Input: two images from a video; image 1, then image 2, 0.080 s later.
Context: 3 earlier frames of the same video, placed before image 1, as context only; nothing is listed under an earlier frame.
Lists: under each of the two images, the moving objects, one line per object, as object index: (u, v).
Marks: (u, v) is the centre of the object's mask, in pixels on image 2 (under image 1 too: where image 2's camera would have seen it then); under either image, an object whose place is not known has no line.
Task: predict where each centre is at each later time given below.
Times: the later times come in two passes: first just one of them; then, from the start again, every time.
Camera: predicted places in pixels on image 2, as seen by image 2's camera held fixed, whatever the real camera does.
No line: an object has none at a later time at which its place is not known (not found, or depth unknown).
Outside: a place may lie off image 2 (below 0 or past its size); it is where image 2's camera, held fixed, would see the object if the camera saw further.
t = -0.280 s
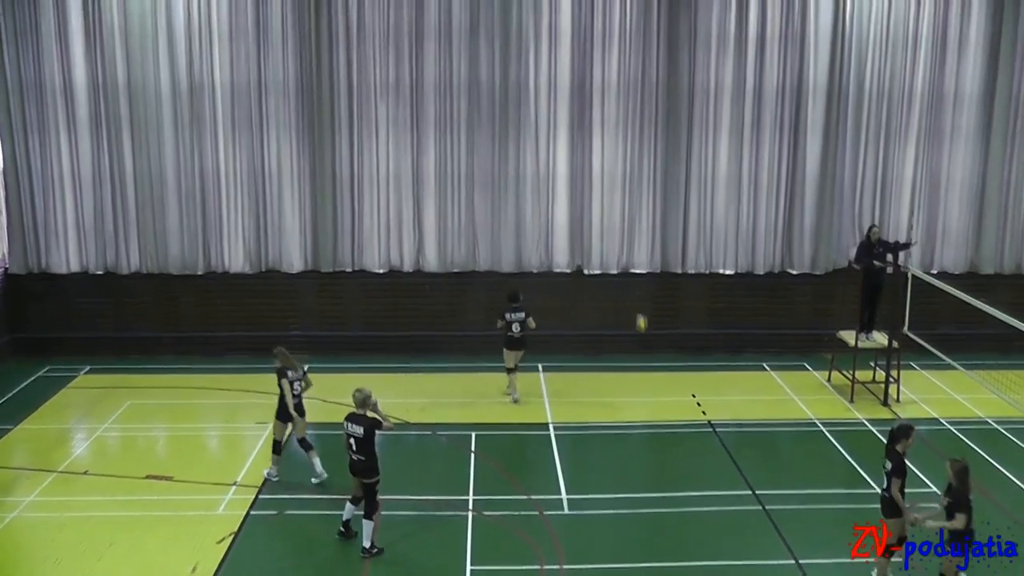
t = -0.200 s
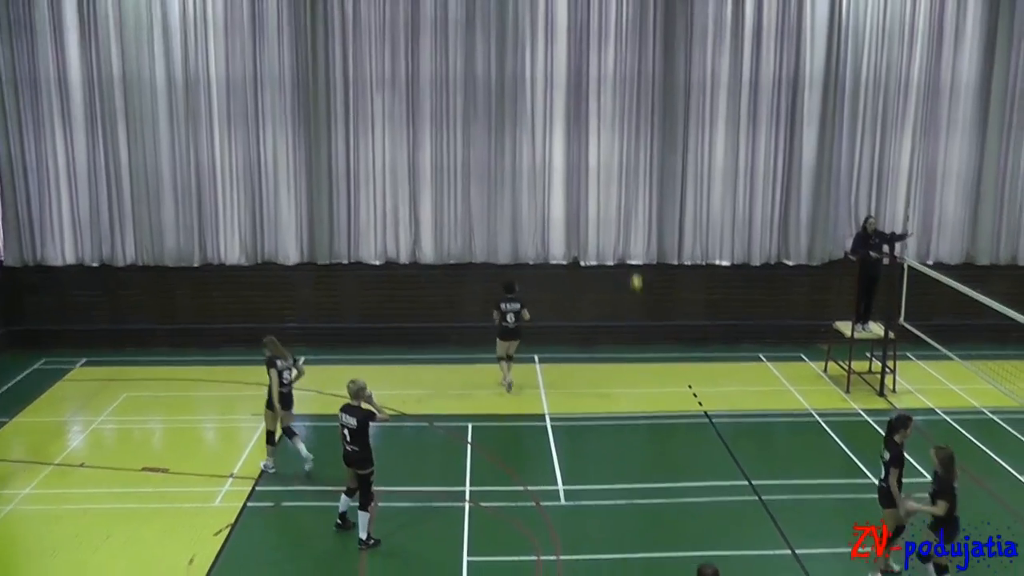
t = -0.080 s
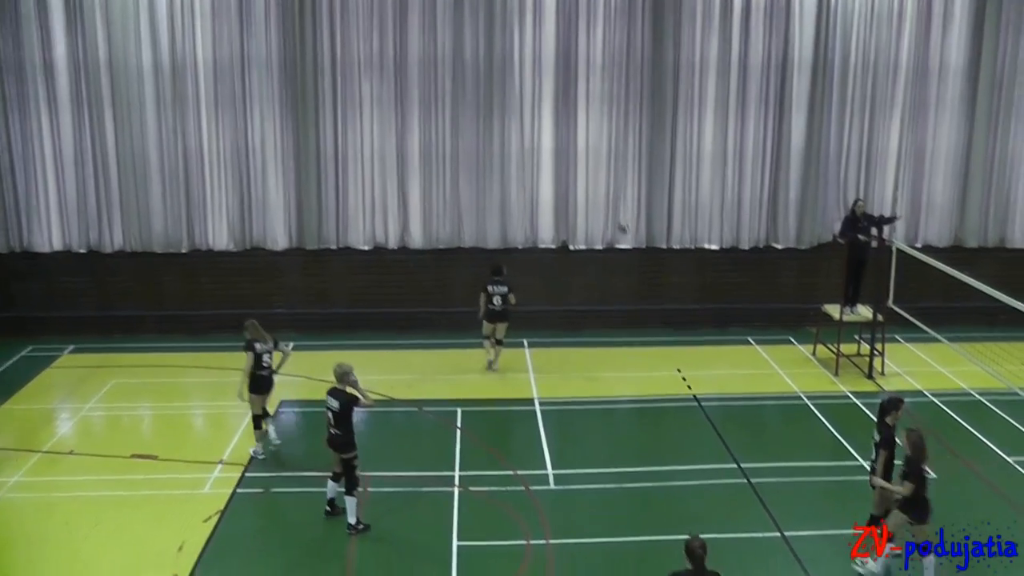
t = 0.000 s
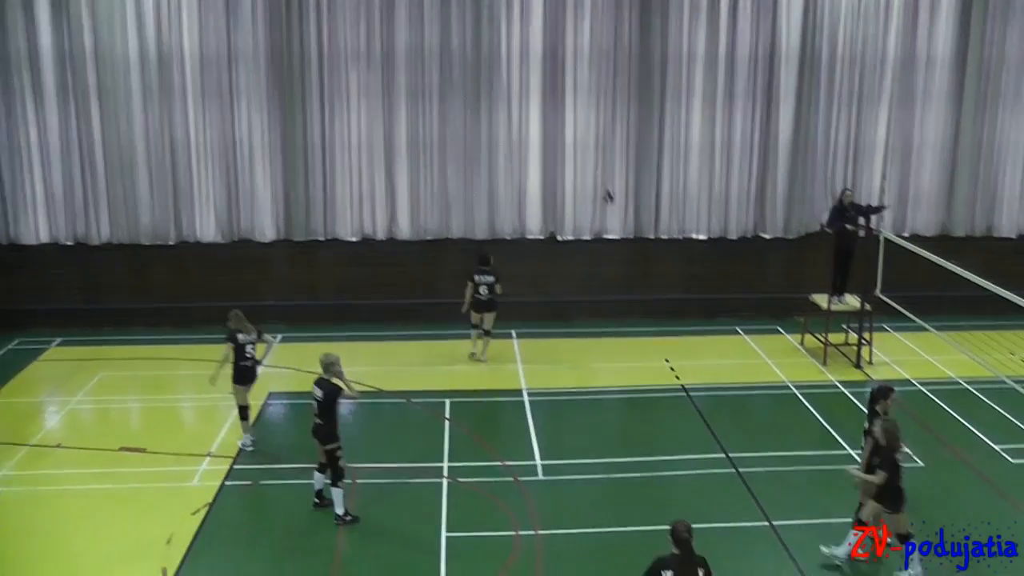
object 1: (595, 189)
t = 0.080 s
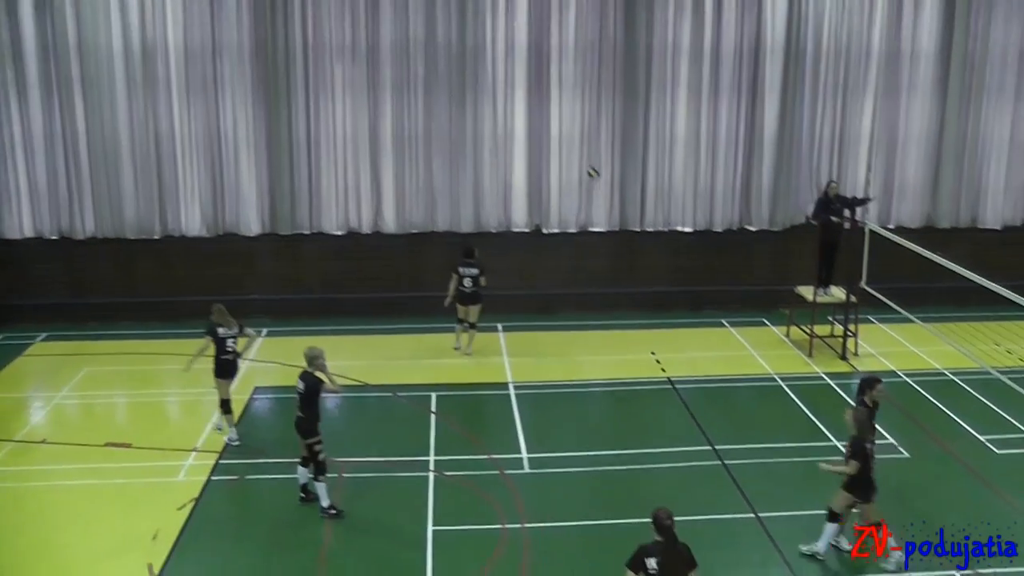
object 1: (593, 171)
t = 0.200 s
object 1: (589, 155)
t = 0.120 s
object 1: (592, 164)
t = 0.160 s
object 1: (591, 159)
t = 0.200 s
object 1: (589, 155)
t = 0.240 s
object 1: (586, 152)
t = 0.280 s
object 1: (585, 149)
